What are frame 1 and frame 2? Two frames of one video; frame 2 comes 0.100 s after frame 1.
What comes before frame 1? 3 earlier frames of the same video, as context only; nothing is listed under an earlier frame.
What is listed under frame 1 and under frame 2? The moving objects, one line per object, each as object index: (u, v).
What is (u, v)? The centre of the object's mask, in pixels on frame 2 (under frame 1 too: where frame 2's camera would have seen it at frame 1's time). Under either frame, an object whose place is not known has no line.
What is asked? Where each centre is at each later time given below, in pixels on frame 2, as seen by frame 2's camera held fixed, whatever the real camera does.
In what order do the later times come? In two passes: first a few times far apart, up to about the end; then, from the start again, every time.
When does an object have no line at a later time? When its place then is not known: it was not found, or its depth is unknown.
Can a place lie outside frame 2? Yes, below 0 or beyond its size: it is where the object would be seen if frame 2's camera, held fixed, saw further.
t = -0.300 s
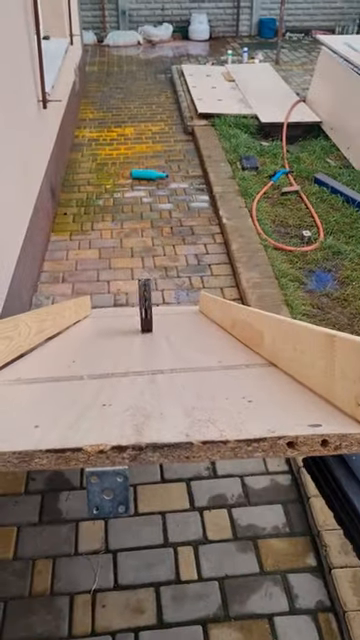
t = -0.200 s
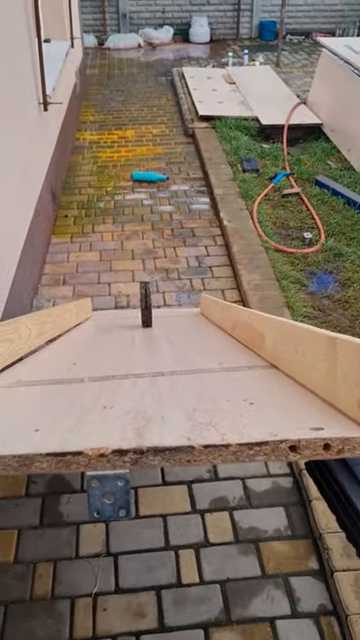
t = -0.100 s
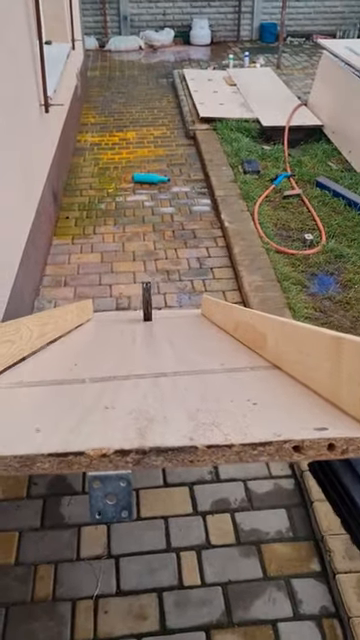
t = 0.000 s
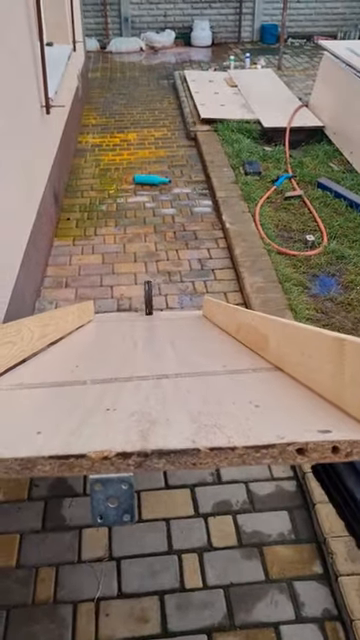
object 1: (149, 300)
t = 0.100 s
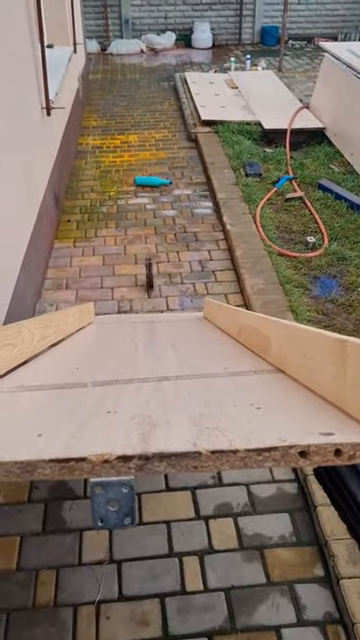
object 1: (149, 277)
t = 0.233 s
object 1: (150, 240)
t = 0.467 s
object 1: (154, 192)
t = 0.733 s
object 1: (158, 154)
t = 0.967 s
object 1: (164, 131)
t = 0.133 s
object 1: (149, 266)
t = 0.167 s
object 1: (150, 256)
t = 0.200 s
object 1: (150, 246)
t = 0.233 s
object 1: (150, 240)
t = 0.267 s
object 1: (150, 230)
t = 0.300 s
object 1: (150, 225)
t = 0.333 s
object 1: (151, 215)
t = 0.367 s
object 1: (152, 210)
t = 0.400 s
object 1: (152, 204)
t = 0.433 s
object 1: (153, 199)
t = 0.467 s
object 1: (154, 192)
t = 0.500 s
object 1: (154, 187)
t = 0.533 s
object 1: (154, 180)
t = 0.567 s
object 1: (155, 173)
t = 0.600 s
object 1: (155, 169)
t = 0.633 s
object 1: (155, 167)
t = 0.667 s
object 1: (155, 165)
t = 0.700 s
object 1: (157, 159)
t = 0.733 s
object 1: (158, 154)
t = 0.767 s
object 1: (159, 151)
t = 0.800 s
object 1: (159, 147)
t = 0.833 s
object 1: (160, 143)
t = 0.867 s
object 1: (161, 139)
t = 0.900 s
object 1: (162, 137)
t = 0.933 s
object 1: (163, 134)
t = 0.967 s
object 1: (164, 131)
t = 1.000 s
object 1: (164, 129)
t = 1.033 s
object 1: (165, 125)
